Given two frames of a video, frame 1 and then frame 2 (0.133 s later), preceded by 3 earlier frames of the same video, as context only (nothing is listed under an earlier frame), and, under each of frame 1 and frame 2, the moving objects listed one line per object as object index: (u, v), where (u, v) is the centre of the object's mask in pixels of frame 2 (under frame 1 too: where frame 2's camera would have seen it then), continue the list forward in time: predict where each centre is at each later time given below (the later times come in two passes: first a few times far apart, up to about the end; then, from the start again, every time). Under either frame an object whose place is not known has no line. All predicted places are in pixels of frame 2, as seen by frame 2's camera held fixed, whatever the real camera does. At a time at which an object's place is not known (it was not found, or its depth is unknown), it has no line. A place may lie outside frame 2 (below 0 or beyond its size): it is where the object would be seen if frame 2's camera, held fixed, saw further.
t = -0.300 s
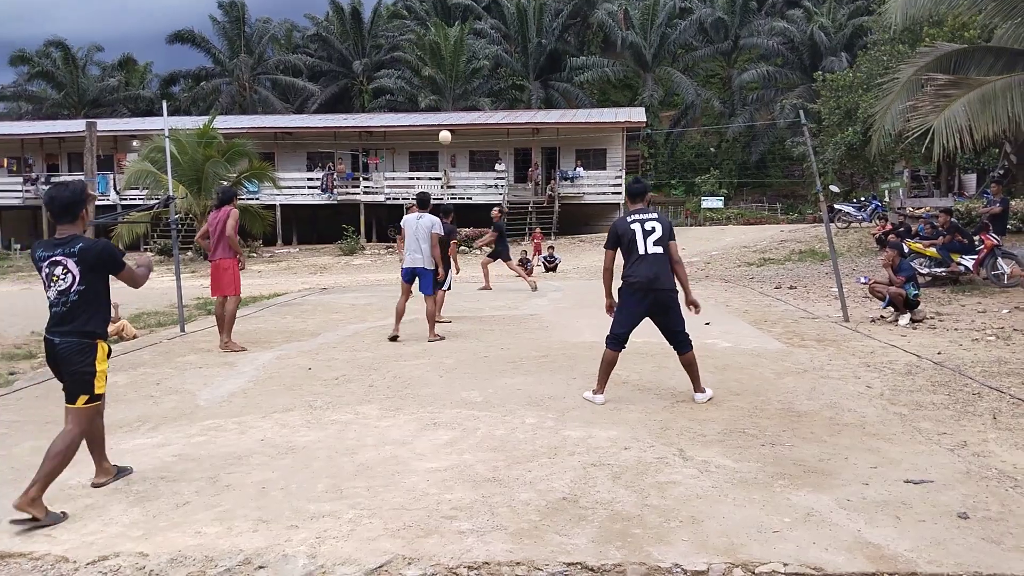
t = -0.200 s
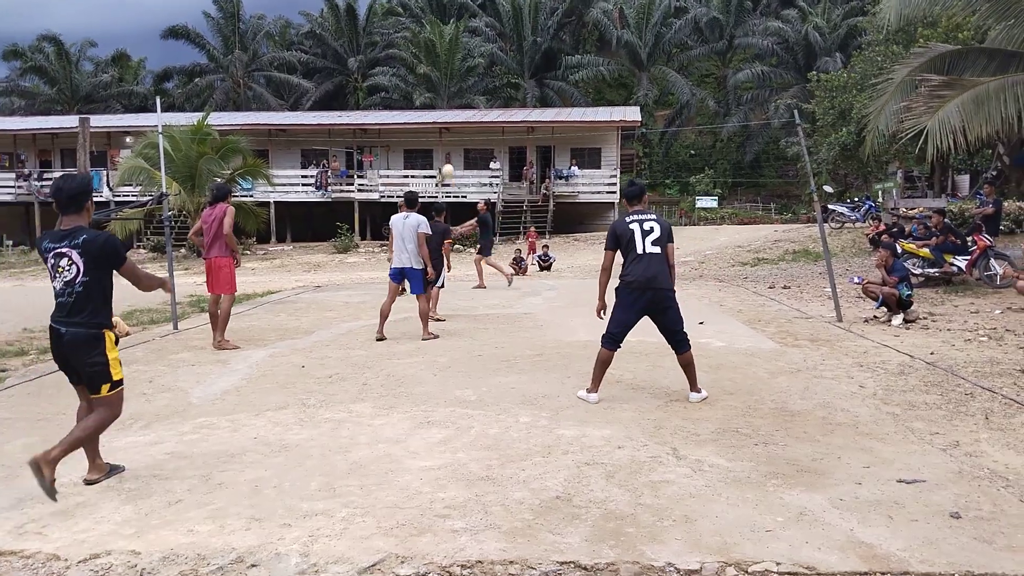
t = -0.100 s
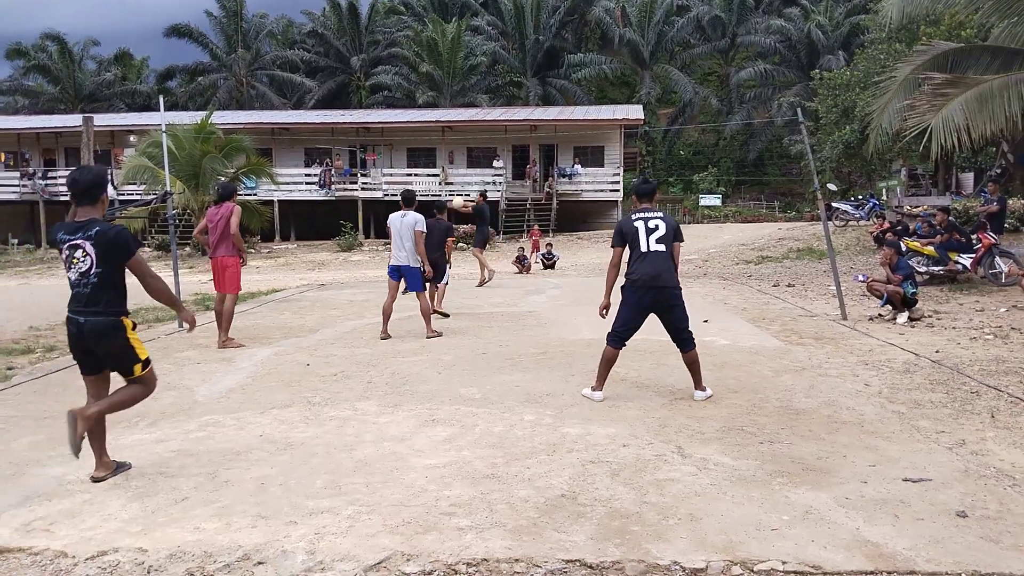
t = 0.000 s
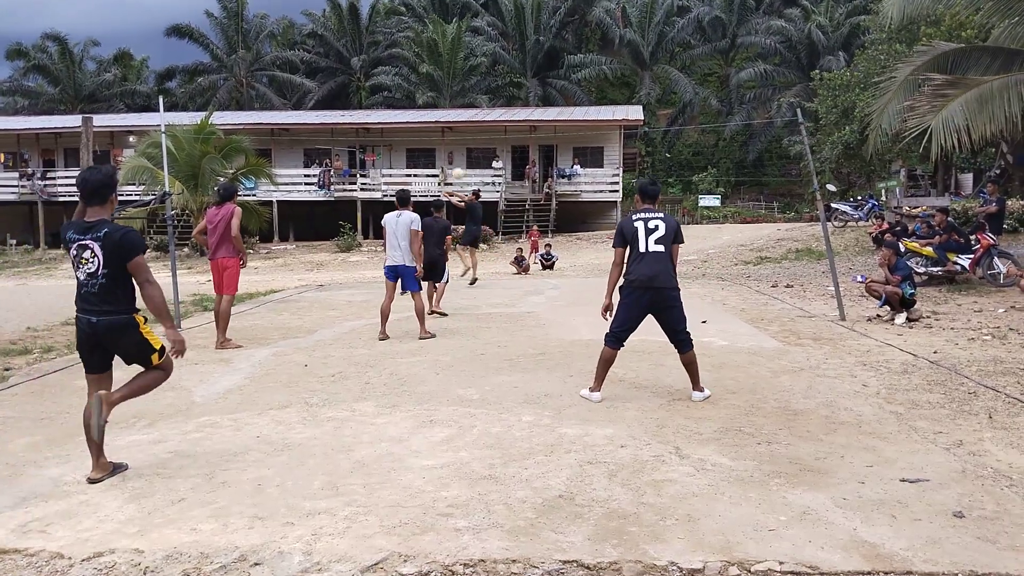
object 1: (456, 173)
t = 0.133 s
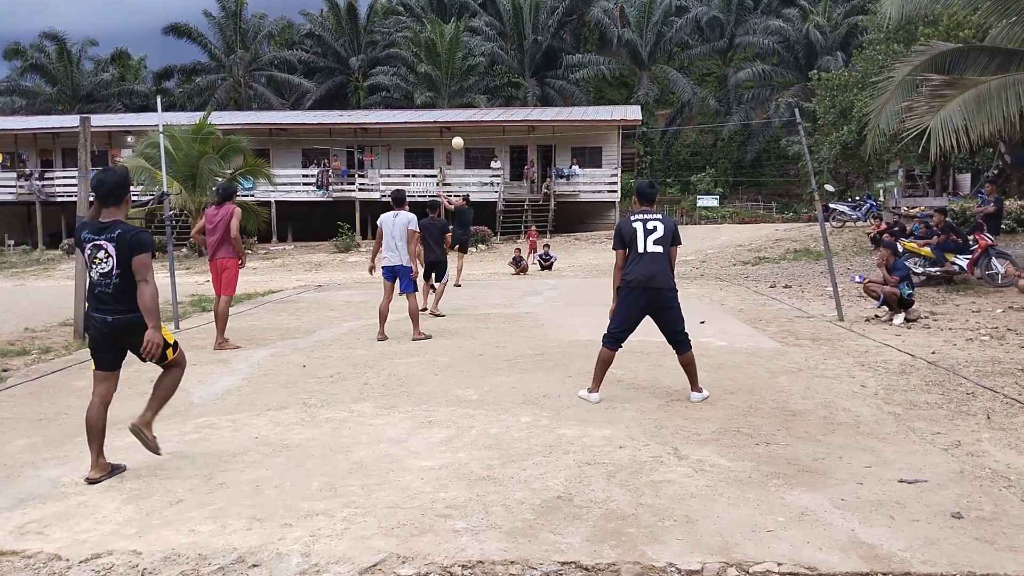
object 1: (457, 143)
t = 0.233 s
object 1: (458, 125)
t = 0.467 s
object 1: (459, 103)
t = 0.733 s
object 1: (460, 116)
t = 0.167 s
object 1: (458, 136)
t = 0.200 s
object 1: (458, 130)
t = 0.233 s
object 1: (458, 125)
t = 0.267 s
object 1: (458, 120)
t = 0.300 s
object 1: (458, 115)
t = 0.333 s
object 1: (459, 111)
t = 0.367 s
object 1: (459, 108)
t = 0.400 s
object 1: (459, 106)
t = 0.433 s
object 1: (459, 104)
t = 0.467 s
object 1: (459, 103)
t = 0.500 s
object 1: (459, 102)
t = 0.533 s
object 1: (459, 102)
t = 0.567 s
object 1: (460, 102)
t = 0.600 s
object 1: (460, 103)
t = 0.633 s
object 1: (460, 105)
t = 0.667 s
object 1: (460, 108)
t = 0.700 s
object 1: (459, 112)
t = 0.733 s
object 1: (460, 116)
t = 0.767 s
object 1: (460, 122)
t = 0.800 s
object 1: (460, 127)
